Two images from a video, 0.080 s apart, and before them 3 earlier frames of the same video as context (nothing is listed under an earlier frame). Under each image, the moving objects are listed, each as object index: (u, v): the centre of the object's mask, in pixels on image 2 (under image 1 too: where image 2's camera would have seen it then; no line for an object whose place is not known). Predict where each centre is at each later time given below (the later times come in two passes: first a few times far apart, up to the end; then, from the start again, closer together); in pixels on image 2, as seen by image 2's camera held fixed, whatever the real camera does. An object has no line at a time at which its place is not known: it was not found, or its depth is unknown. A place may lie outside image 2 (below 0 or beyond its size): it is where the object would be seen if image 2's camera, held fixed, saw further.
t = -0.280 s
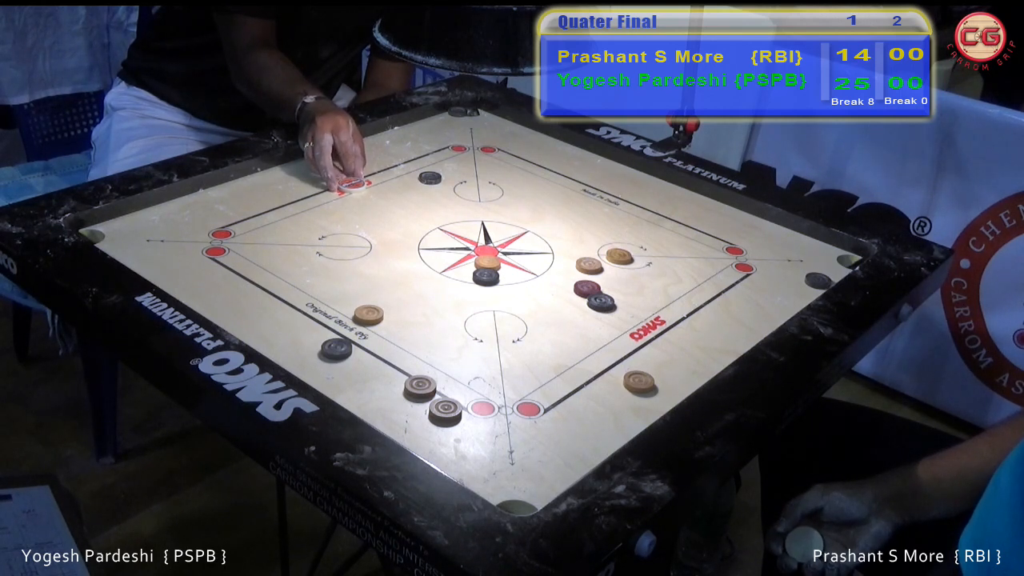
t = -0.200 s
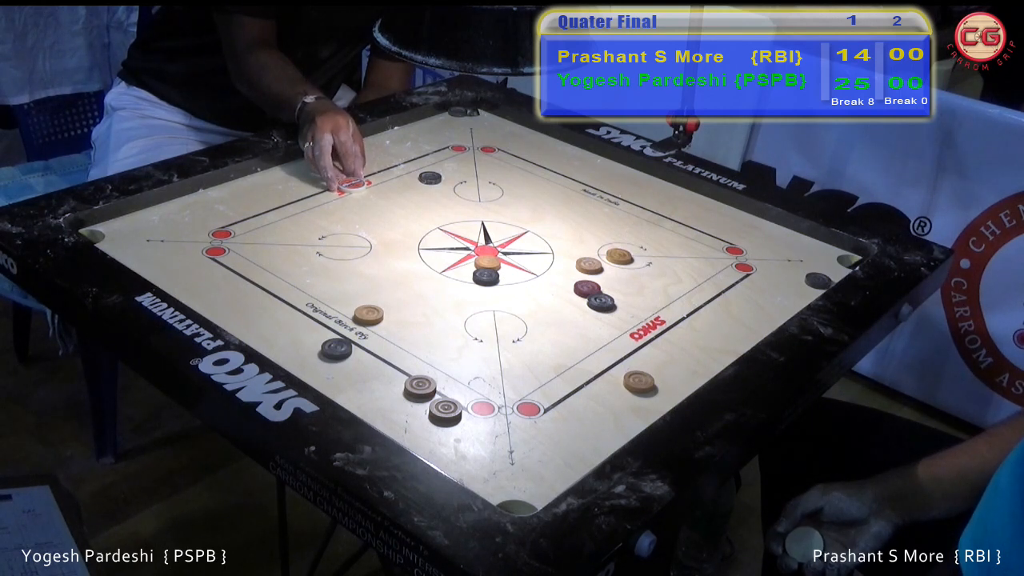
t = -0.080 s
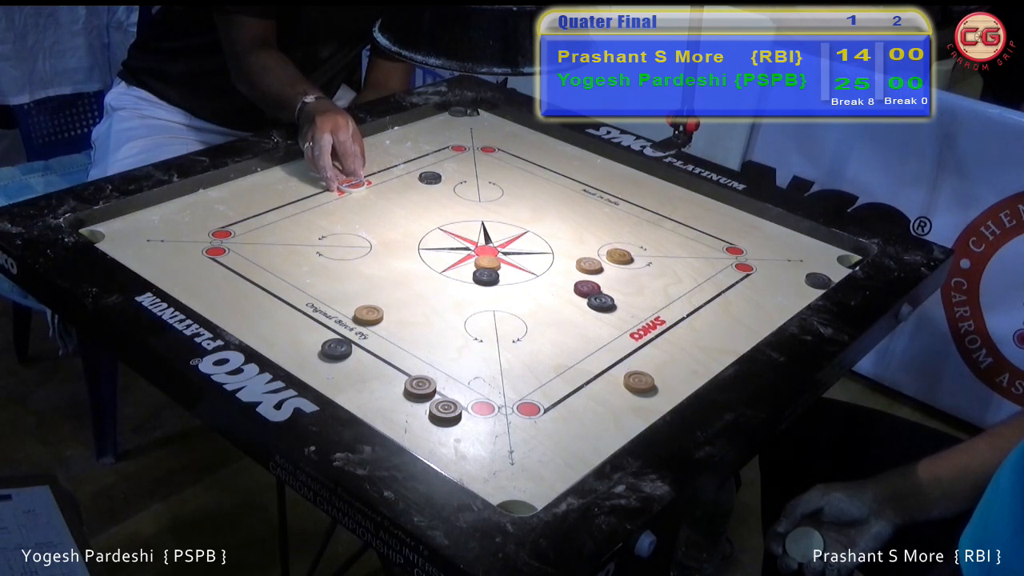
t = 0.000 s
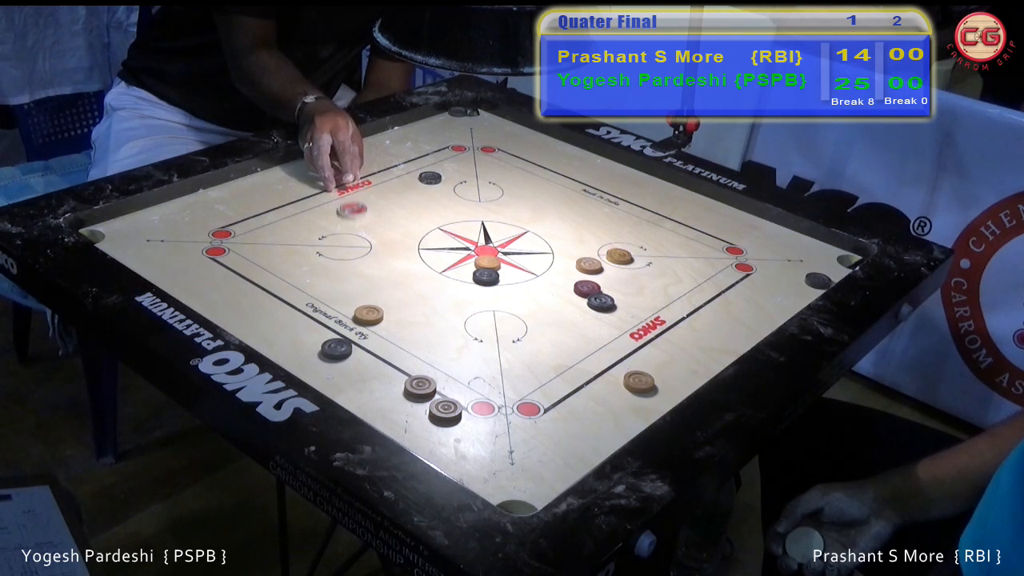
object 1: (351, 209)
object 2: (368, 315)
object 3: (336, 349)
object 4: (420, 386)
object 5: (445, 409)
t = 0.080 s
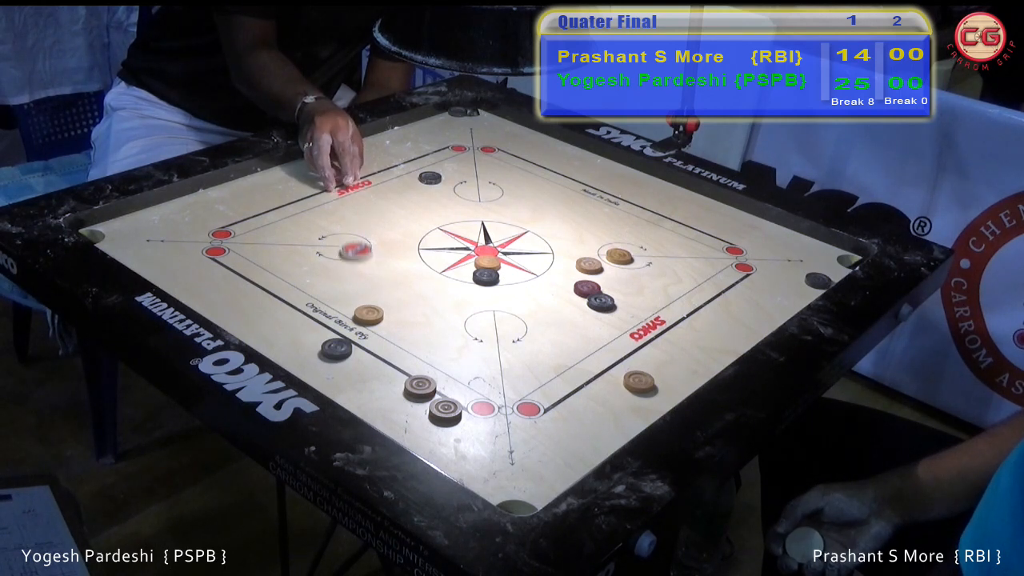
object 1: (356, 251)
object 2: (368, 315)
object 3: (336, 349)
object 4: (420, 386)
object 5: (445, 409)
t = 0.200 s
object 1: (359, 309)
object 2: (381, 343)
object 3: (336, 349)
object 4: (421, 386)
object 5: (445, 409)
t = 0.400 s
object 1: (364, 353)
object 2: (379, 402)
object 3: (309, 377)
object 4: (450, 393)
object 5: (520, 472)
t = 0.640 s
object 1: (376, 368)
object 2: (421, 384)
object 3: (338, 374)
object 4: (451, 393)
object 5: (512, 467)
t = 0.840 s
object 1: (376, 368)
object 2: (421, 384)
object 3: (338, 374)
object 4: (452, 393)
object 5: (506, 463)
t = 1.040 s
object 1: (376, 368)
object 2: (421, 383)
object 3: (338, 374)
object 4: (452, 392)
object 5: (506, 463)
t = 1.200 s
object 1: (376, 368)
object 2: (421, 383)
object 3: (338, 374)
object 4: (452, 392)
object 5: (506, 463)
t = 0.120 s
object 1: (357, 272)
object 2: (368, 315)
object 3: (336, 349)
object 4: (420, 386)
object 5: (445, 409)
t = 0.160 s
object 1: (359, 295)
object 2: (368, 315)
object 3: (336, 349)
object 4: (420, 386)
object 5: (445, 409)
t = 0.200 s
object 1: (359, 309)
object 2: (381, 343)
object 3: (336, 349)
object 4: (421, 386)
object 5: (445, 409)
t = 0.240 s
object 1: (357, 321)
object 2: (392, 375)
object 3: (336, 349)
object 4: (421, 386)
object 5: (445, 409)
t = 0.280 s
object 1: (357, 332)
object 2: (376, 392)
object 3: (335, 350)
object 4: (437, 392)
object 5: (460, 423)
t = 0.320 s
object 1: (358, 341)
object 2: (362, 406)
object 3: (324, 360)
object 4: (443, 393)
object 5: (482, 440)
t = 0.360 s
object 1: (361, 347)
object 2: (365, 409)
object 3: (313, 372)
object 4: (448, 393)
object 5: (502, 456)
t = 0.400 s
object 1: (364, 353)
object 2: (379, 402)
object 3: (309, 377)
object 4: (450, 393)
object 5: (520, 472)
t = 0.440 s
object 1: (366, 358)
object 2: (392, 397)
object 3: (316, 378)
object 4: (450, 393)
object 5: (538, 486)
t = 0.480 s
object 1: (369, 362)
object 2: (403, 392)
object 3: (325, 377)
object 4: (450, 393)
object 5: (545, 491)
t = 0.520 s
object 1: (370, 365)
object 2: (412, 388)
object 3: (334, 374)
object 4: (450, 392)
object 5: (536, 486)
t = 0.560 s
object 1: (373, 367)
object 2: (419, 385)
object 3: (338, 373)
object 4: (450, 393)
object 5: (526, 477)
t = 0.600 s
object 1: (375, 368)
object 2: (421, 383)
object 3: (338, 374)
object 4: (451, 393)
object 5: (518, 472)
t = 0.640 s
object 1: (376, 368)
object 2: (421, 384)
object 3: (338, 374)
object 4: (451, 393)
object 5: (512, 467)
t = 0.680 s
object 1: (376, 368)
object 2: (421, 384)
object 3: (338, 374)
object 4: (452, 392)
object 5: (509, 465)
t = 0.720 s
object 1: (376, 368)
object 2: (421, 384)
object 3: (338, 374)
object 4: (451, 393)
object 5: (507, 464)
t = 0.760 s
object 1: (376, 368)
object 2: (421, 384)
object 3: (338, 374)
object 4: (452, 393)
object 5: (506, 463)
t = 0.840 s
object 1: (376, 368)
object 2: (421, 384)
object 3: (338, 374)
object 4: (452, 393)
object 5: (506, 463)
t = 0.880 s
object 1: (376, 368)
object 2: (421, 383)
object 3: (338, 374)
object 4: (452, 393)
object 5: (506, 463)
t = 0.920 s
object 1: (376, 368)
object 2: (421, 384)
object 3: (338, 374)
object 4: (452, 393)
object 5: (506, 463)
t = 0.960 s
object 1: (376, 368)
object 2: (421, 383)
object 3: (338, 374)
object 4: (452, 393)
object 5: (506, 464)
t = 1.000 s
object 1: (376, 368)
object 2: (421, 384)
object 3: (338, 374)
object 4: (452, 393)
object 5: (506, 463)
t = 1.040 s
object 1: (376, 368)
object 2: (421, 383)
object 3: (338, 374)
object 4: (452, 392)
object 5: (506, 463)
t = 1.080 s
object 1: (376, 368)
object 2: (421, 384)
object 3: (338, 374)
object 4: (452, 393)
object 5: (506, 463)
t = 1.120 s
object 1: (376, 368)
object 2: (421, 383)
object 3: (338, 374)
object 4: (452, 393)
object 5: (506, 463)
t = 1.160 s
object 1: (376, 368)
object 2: (421, 384)
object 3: (338, 374)
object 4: (452, 393)
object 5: (506, 464)
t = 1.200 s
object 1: (376, 368)
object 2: (421, 383)
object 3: (338, 374)
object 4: (452, 392)
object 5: (506, 463)
